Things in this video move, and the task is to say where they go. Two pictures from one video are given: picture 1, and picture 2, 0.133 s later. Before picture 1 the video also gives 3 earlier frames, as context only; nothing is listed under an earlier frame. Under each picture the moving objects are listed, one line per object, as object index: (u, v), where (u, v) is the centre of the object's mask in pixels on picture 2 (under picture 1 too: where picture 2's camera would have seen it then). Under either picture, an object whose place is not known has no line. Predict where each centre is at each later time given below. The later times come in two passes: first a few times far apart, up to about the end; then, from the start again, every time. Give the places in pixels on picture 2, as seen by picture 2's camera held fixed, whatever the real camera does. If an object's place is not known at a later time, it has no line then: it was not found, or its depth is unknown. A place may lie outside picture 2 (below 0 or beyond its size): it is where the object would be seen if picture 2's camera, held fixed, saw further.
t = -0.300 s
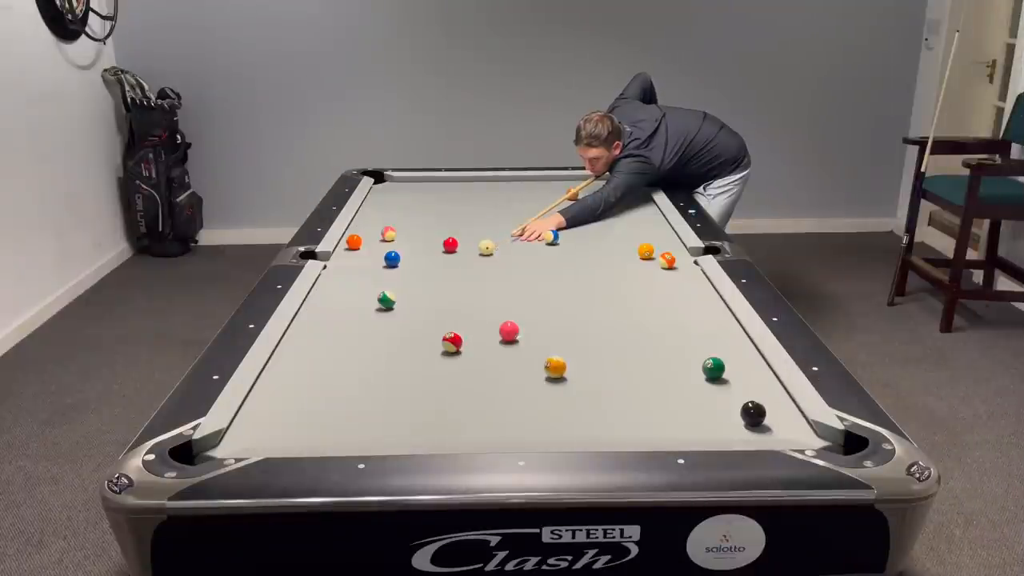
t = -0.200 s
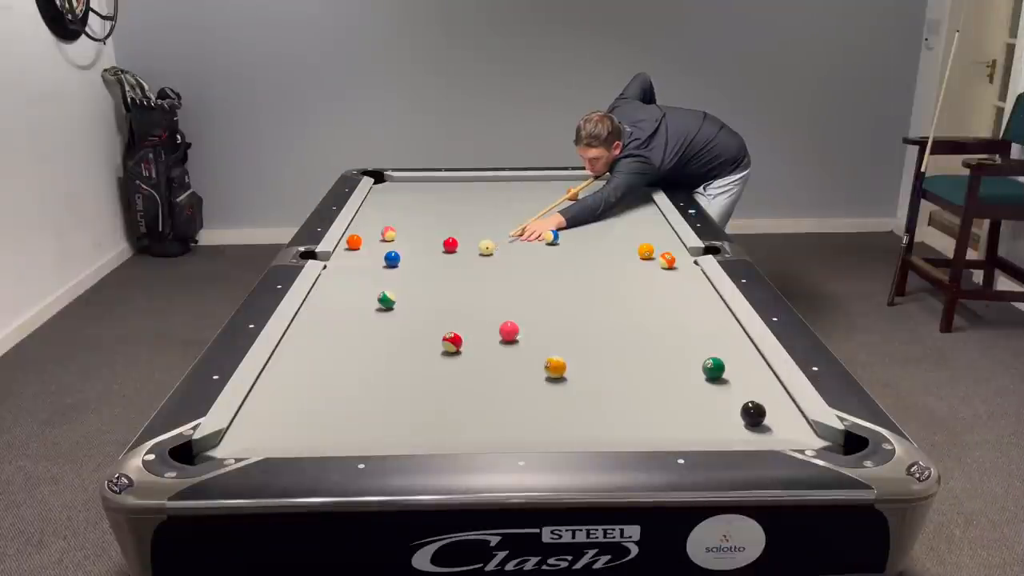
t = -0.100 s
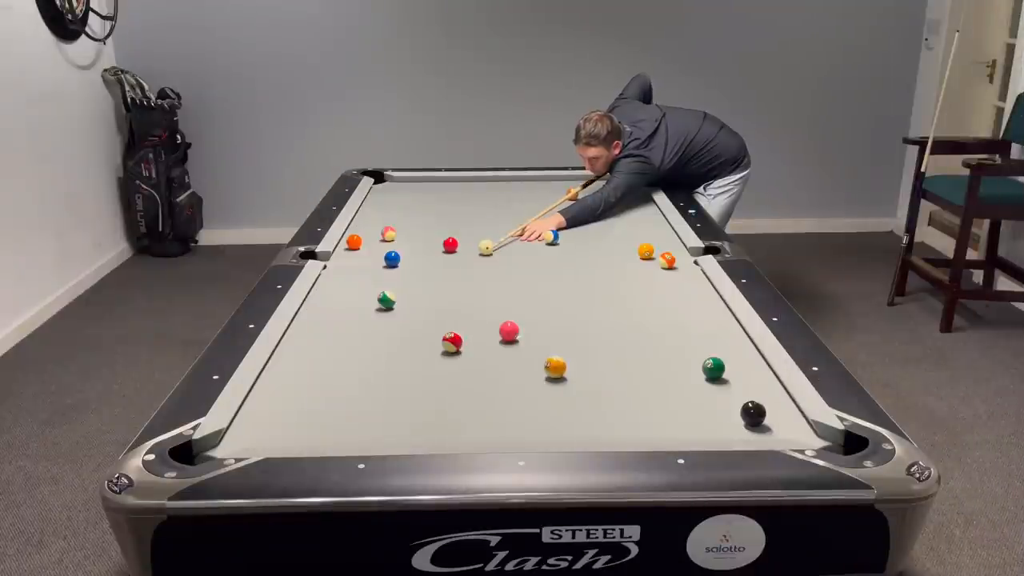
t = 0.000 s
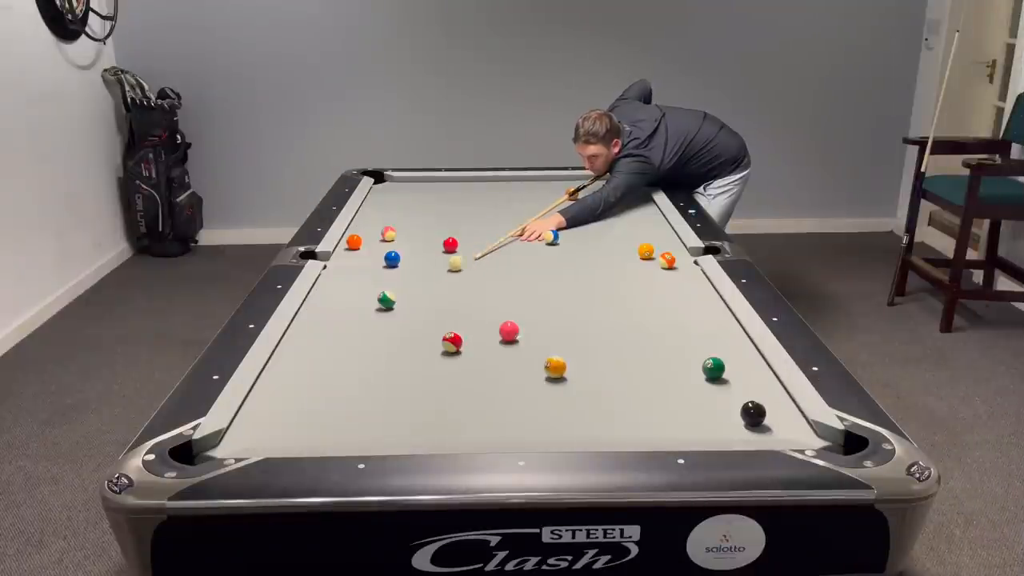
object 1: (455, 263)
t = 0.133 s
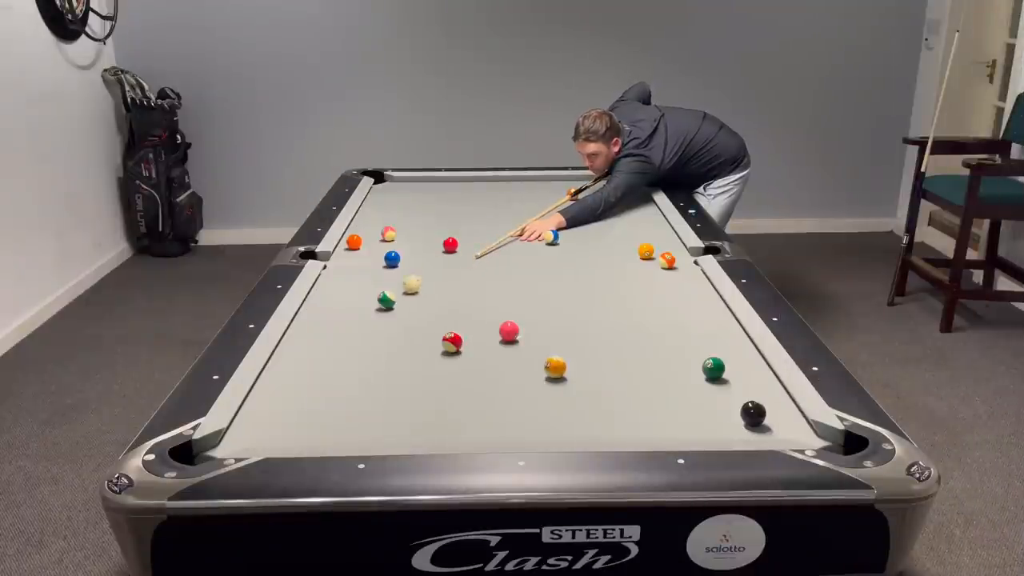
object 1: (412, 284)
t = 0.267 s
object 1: (385, 293)
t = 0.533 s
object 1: (367, 290)
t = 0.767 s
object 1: (353, 287)
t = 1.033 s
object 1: (339, 284)
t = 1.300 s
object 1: (327, 283)
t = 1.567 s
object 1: (329, 279)
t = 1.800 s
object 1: (333, 278)
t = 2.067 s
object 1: (339, 277)
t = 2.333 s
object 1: (343, 276)
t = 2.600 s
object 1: (345, 276)
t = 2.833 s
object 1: (346, 276)
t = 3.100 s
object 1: (346, 276)
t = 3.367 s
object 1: (346, 276)
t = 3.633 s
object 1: (346, 276)
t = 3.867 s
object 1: (346, 276)
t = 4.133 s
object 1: (346, 276)
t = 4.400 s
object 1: (346, 276)
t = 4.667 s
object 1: (346, 276)
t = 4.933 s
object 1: (346, 276)
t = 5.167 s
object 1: (346, 276)
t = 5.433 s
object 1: (346, 276)
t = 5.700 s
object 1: (345, 276)
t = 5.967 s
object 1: (345, 276)
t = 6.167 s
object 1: (345, 276)
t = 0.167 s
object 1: (402, 290)
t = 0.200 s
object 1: (393, 293)
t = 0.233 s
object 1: (388, 292)
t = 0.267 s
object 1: (385, 293)
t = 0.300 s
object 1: (382, 292)
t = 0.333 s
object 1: (380, 292)
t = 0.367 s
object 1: (378, 292)
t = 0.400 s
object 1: (375, 291)
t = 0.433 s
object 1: (373, 291)
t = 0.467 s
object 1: (371, 290)
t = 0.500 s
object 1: (369, 290)
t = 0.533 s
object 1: (367, 290)
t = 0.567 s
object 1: (365, 289)
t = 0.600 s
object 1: (362, 289)
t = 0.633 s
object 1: (360, 288)
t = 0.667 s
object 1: (358, 288)
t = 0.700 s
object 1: (357, 288)
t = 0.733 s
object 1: (355, 287)
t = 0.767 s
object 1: (353, 287)
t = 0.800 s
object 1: (351, 287)
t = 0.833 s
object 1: (349, 286)
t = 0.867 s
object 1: (348, 286)
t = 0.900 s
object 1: (346, 285)
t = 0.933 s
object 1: (344, 285)
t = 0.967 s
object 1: (342, 285)
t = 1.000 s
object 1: (341, 284)
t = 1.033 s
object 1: (339, 284)
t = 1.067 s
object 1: (337, 283)
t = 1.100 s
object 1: (336, 284)
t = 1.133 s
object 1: (334, 284)
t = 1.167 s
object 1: (332, 283)
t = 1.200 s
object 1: (331, 283)
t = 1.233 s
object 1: (330, 283)
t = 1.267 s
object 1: (328, 283)
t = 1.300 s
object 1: (327, 283)
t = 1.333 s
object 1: (325, 283)
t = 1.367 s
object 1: (324, 282)
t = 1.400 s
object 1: (324, 282)
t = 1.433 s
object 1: (325, 281)
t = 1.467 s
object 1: (326, 281)
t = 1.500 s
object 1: (327, 280)
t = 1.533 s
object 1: (328, 280)
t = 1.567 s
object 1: (329, 279)
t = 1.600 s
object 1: (329, 279)
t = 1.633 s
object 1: (330, 279)
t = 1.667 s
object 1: (330, 279)
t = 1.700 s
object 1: (331, 279)
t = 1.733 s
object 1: (332, 278)
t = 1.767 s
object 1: (333, 278)
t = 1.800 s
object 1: (333, 278)
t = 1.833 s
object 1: (334, 278)
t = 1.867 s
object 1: (334, 278)
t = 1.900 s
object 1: (335, 277)
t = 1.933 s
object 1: (336, 277)
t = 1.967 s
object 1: (338, 278)
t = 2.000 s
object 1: (338, 278)
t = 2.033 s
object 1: (339, 277)
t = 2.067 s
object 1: (339, 277)
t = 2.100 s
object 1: (340, 277)
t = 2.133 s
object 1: (341, 277)
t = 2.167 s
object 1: (341, 277)
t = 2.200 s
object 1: (341, 276)
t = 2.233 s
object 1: (342, 276)
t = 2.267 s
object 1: (342, 276)
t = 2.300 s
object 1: (342, 276)
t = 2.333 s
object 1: (343, 276)
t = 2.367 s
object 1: (343, 276)
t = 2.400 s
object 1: (344, 276)
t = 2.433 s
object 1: (344, 276)
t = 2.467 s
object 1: (344, 276)
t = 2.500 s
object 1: (344, 276)
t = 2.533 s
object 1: (345, 276)
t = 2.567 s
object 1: (345, 276)
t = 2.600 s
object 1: (345, 276)
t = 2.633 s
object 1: (345, 276)
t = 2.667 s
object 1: (346, 276)
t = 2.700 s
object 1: (346, 276)
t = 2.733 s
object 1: (346, 276)
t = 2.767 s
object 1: (346, 276)
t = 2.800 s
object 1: (346, 276)
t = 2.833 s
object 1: (346, 276)
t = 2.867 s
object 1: (346, 276)
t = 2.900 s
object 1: (346, 276)
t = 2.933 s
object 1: (346, 276)
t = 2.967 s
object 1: (346, 276)
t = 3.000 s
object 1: (346, 276)
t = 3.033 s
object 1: (346, 276)
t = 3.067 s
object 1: (346, 276)
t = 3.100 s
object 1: (346, 276)
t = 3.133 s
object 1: (346, 276)
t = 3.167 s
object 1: (346, 276)
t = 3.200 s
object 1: (346, 276)
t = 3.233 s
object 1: (346, 276)
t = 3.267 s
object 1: (346, 276)
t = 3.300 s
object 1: (346, 276)
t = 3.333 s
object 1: (346, 276)
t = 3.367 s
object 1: (346, 276)
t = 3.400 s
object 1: (346, 276)
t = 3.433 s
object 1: (346, 276)
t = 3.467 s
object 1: (346, 276)
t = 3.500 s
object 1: (346, 276)
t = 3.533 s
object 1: (346, 276)
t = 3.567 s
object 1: (346, 276)
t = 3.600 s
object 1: (346, 276)
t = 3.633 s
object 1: (346, 276)
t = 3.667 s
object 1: (346, 276)
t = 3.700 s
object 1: (346, 276)
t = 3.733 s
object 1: (346, 276)
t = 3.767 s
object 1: (346, 276)
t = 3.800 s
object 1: (346, 276)
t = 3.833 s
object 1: (346, 276)
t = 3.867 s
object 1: (346, 276)
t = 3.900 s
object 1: (346, 276)
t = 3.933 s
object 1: (346, 276)
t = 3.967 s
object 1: (346, 276)
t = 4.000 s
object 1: (346, 276)
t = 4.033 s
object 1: (346, 276)
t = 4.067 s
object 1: (346, 276)
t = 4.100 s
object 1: (346, 276)
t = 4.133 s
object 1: (346, 276)
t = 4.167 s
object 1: (346, 276)
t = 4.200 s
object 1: (346, 276)
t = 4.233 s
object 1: (346, 276)
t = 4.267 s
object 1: (346, 276)
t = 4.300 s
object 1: (346, 276)
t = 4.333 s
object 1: (346, 276)
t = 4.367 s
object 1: (346, 276)
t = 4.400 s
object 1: (346, 276)
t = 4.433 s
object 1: (346, 276)
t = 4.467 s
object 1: (346, 276)
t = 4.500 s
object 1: (346, 276)
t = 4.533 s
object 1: (346, 276)
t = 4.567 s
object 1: (346, 276)
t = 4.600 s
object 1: (346, 276)
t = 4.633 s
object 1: (346, 276)
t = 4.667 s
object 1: (346, 276)
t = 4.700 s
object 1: (346, 276)
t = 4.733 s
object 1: (346, 276)
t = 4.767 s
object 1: (346, 276)
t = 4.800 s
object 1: (346, 276)
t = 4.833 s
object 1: (346, 276)
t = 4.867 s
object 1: (346, 276)
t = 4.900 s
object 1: (346, 276)
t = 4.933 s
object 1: (346, 276)
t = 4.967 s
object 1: (346, 276)
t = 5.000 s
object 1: (346, 276)
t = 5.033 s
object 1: (346, 276)
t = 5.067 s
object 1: (346, 276)
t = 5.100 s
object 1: (346, 276)
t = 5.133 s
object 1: (346, 276)
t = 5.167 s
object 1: (346, 276)
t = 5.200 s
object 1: (346, 276)
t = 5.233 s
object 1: (346, 276)
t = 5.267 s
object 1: (346, 276)
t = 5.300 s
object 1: (346, 276)
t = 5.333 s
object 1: (346, 276)
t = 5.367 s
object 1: (346, 276)
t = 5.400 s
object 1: (346, 276)
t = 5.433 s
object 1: (346, 276)
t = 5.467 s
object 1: (346, 276)
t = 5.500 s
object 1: (346, 276)
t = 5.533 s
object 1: (346, 276)
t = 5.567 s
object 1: (346, 276)
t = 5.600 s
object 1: (346, 276)
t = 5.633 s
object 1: (346, 276)
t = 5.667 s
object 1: (346, 276)
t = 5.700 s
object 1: (345, 276)
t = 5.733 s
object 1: (346, 276)
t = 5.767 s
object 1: (345, 276)
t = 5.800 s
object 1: (345, 276)
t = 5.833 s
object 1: (345, 276)
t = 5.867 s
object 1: (345, 276)
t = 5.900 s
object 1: (345, 276)
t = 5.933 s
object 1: (346, 276)
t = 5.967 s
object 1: (345, 276)
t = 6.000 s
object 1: (345, 276)
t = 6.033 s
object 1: (345, 276)
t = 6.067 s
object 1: (345, 276)
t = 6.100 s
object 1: (345, 276)
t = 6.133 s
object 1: (345, 276)
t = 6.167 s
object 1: (345, 276)
